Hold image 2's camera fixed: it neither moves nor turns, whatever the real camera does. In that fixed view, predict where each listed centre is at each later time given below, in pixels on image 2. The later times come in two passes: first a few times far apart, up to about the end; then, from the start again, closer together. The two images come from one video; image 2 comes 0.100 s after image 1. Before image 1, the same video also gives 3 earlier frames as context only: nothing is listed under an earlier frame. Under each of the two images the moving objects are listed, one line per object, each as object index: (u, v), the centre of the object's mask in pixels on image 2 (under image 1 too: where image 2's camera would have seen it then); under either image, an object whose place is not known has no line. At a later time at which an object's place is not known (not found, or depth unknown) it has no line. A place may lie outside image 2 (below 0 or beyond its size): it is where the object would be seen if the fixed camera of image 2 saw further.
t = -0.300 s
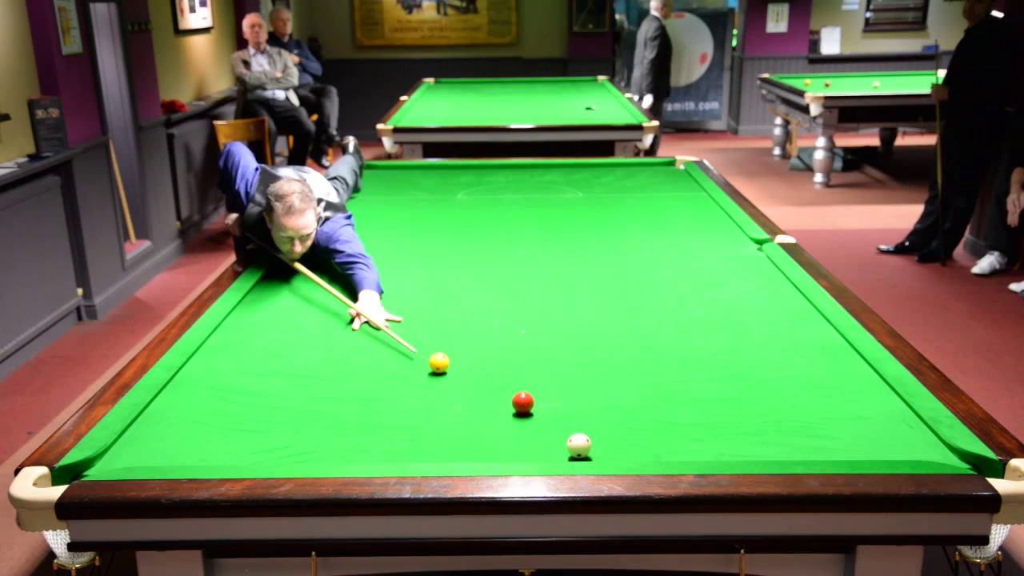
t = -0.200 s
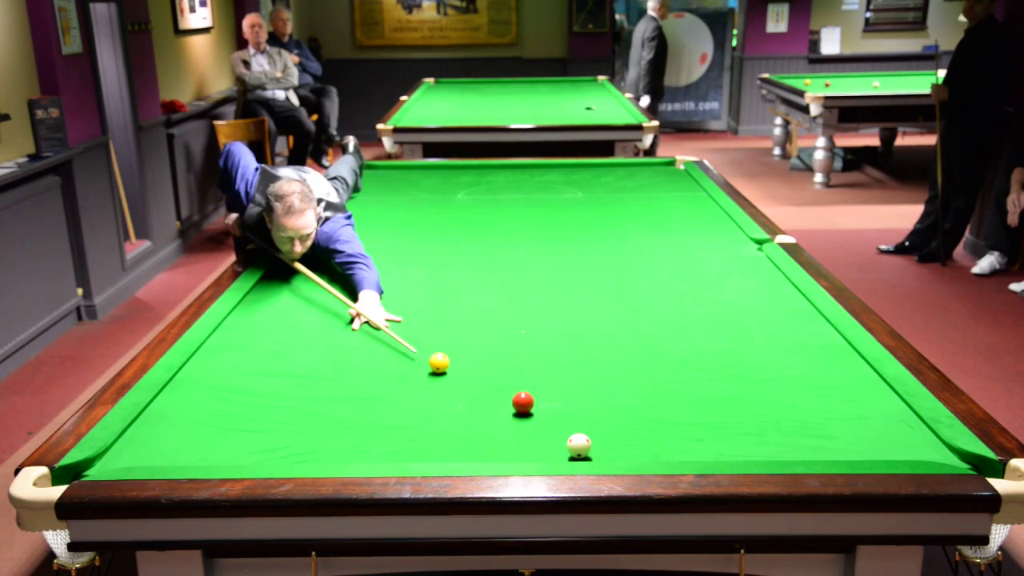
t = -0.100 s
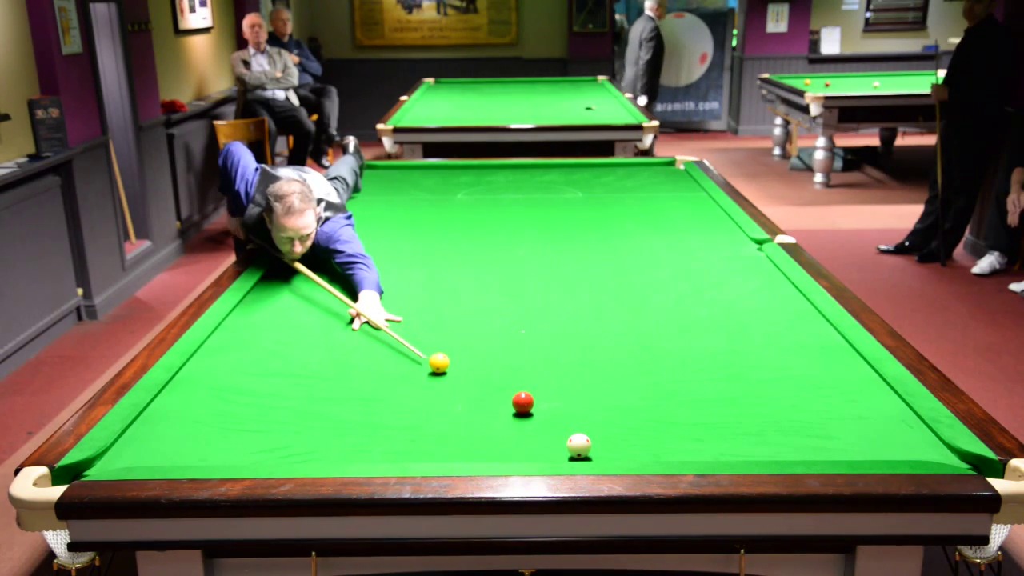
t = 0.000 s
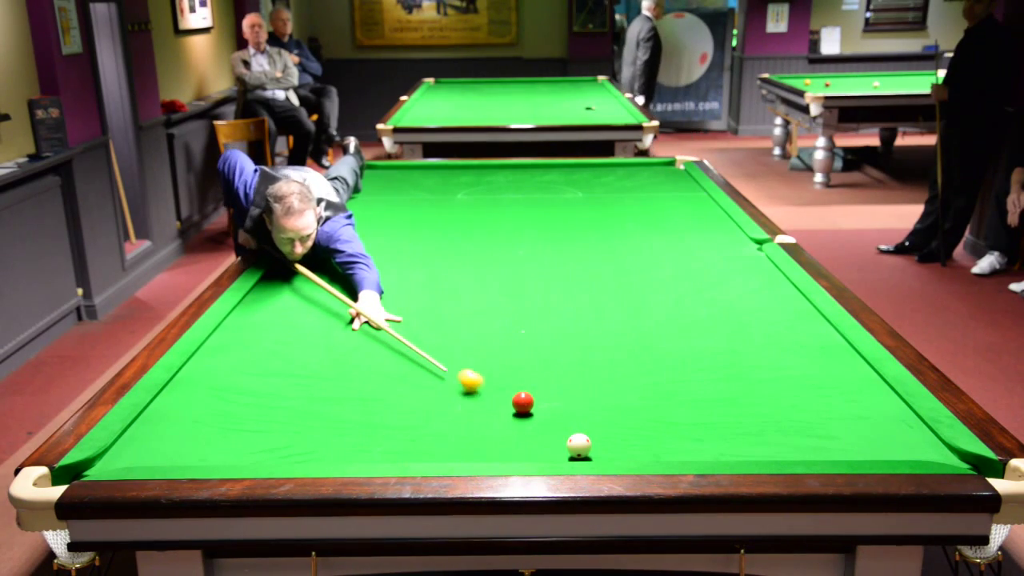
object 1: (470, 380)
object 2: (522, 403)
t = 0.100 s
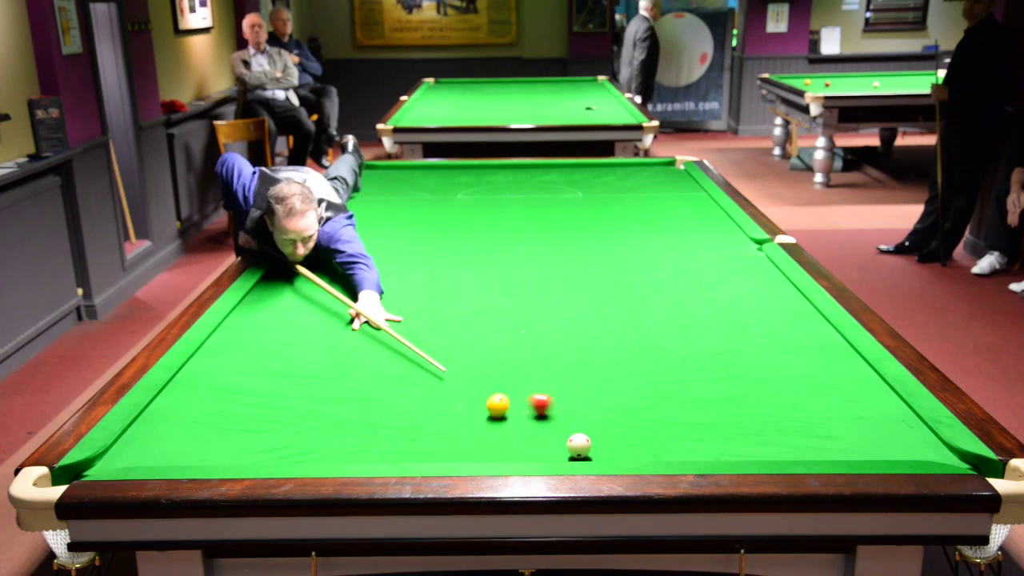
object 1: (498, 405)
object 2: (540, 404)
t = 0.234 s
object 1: (479, 428)
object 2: (613, 413)
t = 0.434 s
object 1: (451, 453)
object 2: (711, 425)
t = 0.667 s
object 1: (408, 444)
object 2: (829, 439)
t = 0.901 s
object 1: (370, 427)
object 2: (956, 455)
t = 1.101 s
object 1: (340, 414)
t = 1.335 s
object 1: (308, 401)
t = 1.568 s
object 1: (279, 389)
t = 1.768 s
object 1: (256, 380)
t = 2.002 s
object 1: (232, 370)
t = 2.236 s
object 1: (210, 361)
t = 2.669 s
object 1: (228, 347)
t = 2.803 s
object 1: (239, 343)
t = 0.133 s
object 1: (493, 411)
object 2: (560, 406)
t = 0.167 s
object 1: (488, 417)
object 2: (578, 408)
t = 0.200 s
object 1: (484, 423)
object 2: (596, 411)
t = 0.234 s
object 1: (479, 428)
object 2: (613, 413)
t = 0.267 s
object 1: (474, 434)
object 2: (630, 415)
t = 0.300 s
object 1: (470, 438)
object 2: (645, 417)
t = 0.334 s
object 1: (465, 443)
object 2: (661, 419)
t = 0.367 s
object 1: (460, 447)
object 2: (678, 421)
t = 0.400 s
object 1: (455, 451)
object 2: (694, 423)
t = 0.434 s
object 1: (451, 453)
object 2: (711, 425)
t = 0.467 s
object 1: (446, 456)
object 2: (727, 427)
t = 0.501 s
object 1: (439, 454)
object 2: (744, 429)
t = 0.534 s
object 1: (432, 452)
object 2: (760, 431)
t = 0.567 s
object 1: (426, 450)
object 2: (778, 433)
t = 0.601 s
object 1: (420, 449)
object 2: (795, 435)
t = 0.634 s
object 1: (414, 446)
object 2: (812, 437)
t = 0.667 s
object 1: (408, 444)
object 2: (829, 439)
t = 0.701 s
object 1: (402, 441)
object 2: (847, 441)
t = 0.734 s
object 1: (397, 439)
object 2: (865, 443)
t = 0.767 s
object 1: (391, 436)
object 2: (883, 446)
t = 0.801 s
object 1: (385, 434)
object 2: (901, 448)
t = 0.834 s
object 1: (380, 432)
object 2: (919, 449)
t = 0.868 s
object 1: (375, 429)
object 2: (938, 451)
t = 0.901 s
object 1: (370, 427)
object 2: (956, 455)
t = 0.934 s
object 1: (364, 425)
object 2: (959, 459)
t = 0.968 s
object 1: (359, 423)
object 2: (965, 465)
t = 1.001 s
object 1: (354, 421)
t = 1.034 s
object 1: (349, 418)
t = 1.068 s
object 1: (344, 416)
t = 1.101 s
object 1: (340, 414)
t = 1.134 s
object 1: (335, 412)
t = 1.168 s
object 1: (330, 410)
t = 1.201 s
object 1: (326, 408)
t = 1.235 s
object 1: (321, 406)
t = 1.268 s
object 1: (316, 404)
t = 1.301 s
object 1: (312, 403)
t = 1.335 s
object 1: (308, 401)
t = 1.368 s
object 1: (303, 399)
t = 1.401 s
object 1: (299, 397)
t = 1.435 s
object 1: (295, 396)
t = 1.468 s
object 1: (291, 394)
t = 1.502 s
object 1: (287, 392)
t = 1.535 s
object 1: (283, 391)
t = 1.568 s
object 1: (279, 389)
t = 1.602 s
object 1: (275, 387)
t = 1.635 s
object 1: (271, 386)
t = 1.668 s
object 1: (267, 384)
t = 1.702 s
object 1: (263, 383)
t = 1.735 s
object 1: (260, 381)
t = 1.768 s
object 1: (256, 380)
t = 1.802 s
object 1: (252, 378)
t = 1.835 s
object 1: (249, 377)
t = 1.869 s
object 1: (245, 376)
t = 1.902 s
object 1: (242, 374)
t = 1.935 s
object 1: (238, 373)
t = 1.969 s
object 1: (235, 371)
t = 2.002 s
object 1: (232, 370)
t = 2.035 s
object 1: (228, 369)
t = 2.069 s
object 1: (225, 367)
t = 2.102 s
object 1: (222, 366)
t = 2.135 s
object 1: (219, 365)
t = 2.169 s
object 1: (216, 364)
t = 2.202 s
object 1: (213, 362)
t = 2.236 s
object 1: (210, 361)
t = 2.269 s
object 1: (207, 359)
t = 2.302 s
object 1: (204, 359)
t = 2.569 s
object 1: (219, 350)
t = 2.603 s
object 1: (222, 349)
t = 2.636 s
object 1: (225, 348)
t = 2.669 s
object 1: (228, 347)
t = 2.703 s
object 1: (231, 346)
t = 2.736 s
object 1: (234, 345)
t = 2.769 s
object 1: (236, 344)
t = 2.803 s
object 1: (239, 343)
